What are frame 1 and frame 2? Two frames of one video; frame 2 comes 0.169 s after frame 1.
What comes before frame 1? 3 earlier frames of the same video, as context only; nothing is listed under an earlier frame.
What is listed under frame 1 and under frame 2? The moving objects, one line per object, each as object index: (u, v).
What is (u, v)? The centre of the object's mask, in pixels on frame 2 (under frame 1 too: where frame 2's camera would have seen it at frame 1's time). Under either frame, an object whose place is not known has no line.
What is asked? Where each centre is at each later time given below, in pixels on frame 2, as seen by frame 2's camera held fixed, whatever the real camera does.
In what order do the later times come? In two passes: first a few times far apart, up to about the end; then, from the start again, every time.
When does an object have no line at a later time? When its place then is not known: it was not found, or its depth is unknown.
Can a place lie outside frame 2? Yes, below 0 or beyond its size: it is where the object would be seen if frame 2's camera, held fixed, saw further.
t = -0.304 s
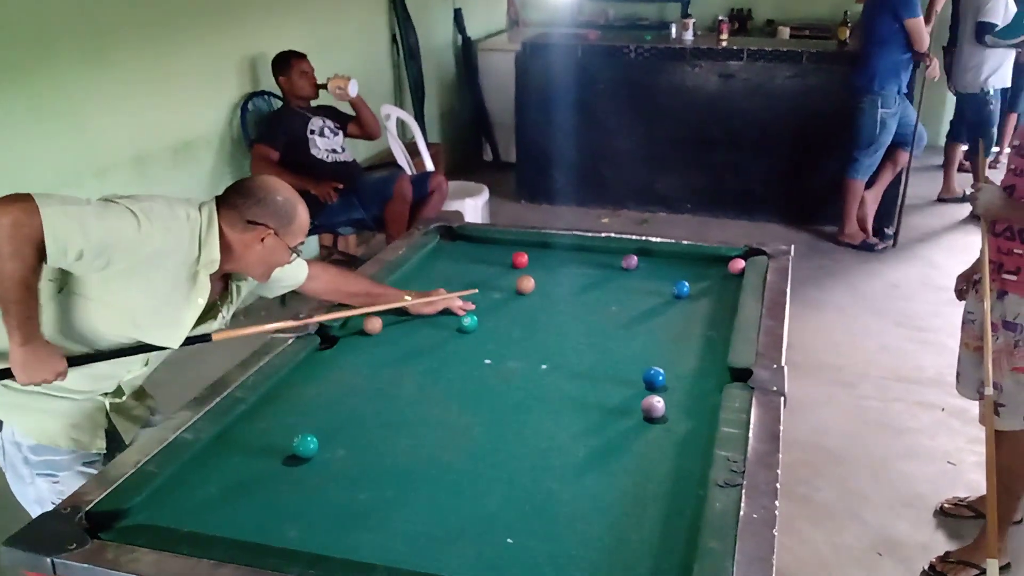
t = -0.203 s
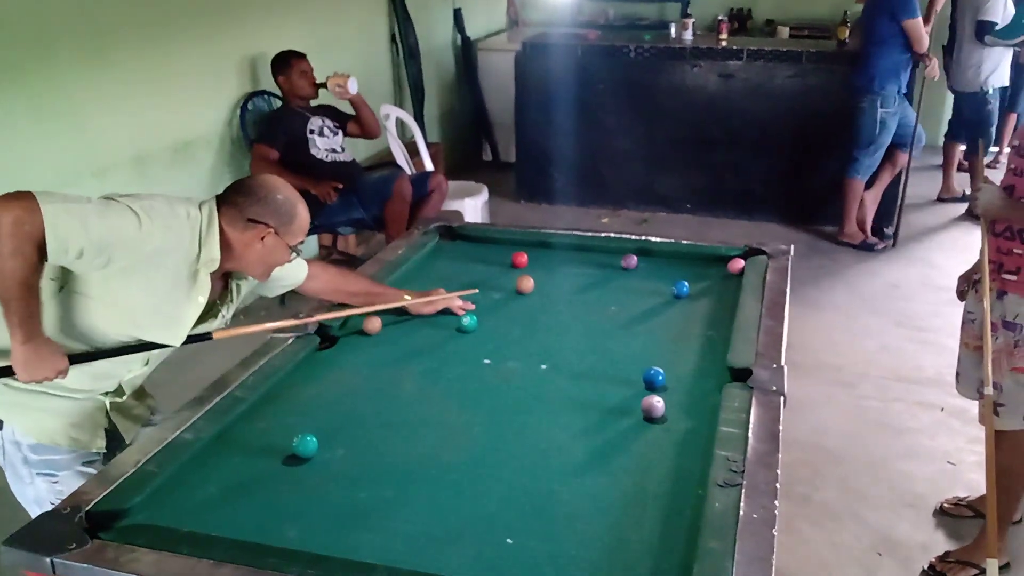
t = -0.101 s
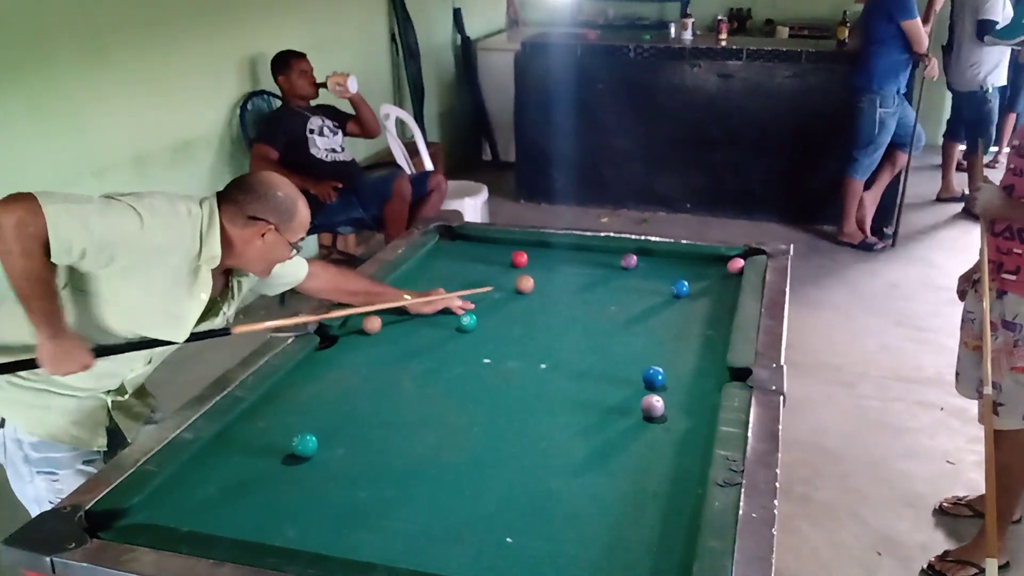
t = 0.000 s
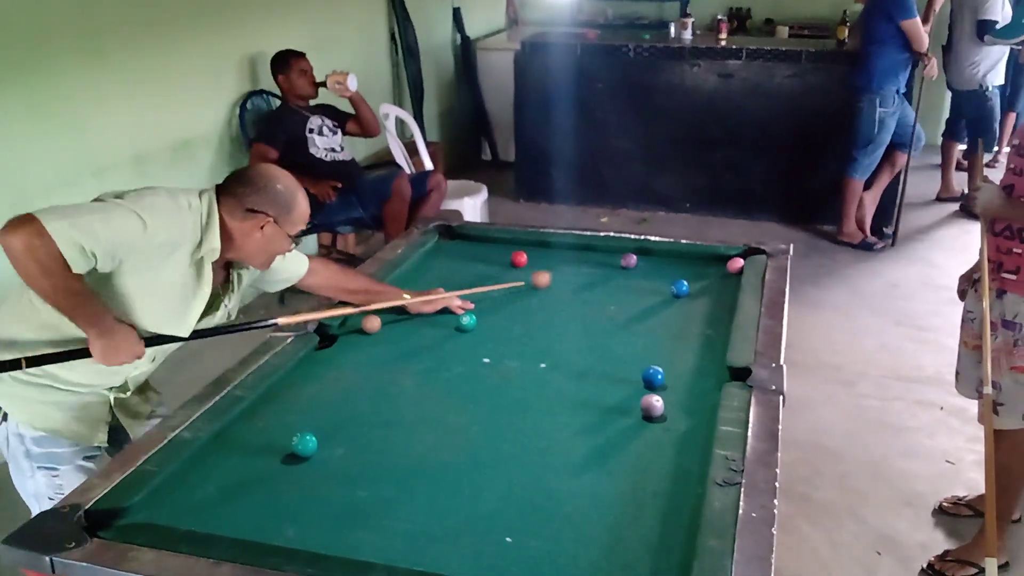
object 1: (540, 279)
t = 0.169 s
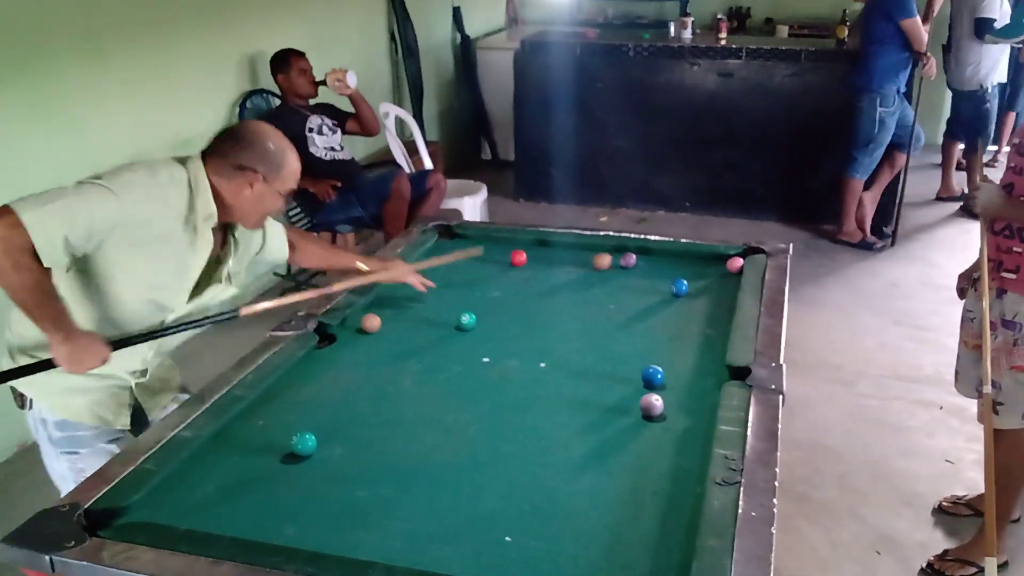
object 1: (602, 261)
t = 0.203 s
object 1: (610, 258)
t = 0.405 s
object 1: (616, 255)
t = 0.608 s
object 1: (608, 267)
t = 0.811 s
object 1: (600, 281)
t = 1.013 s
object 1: (591, 295)
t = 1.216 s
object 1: (581, 309)
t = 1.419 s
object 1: (572, 323)
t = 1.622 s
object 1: (562, 338)
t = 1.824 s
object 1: (551, 353)
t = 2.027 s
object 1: (540, 368)
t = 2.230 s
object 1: (528, 383)
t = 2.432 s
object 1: (516, 397)
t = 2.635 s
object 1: (503, 412)
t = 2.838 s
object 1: (489, 426)
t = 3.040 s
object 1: (477, 435)
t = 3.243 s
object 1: (464, 447)
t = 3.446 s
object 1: (452, 457)
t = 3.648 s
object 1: (439, 467)
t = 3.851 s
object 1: (428, 475)
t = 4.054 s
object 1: (418, 482)
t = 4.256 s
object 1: (408, 488)
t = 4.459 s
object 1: (401, 492)
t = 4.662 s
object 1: (395, 495)
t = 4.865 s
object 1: (391, 496)
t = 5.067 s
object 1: (389, 496)
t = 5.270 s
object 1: (389, 497)
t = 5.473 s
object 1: (389, 497)
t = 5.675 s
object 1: (389, 498)
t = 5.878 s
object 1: (388, 497)
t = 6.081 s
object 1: (387, 497)
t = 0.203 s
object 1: (610, 258)
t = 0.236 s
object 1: (612, 255)
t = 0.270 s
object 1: (615, 253)
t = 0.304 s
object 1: (619, 250)
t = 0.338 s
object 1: (618, 250)
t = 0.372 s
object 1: (617, 252)
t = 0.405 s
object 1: (616, 255)
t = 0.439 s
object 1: (615, 256)
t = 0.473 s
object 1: (613, 259)
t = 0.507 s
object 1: (612, 261)
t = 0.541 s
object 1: (611, 263)
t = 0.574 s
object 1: (609, 265)
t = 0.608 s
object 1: (608, 267)
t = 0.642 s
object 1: (607, 270)
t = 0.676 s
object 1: (605, 272)
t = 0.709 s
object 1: (604, 274)
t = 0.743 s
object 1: (602, 276)
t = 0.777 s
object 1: (602, 278)
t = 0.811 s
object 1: (600, 281)
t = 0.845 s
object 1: (598, 283)
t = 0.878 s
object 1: (597, 285)
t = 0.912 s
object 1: (596, 287)
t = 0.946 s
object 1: (594, 290)
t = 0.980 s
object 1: (592, 293)
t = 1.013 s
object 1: (591, 295)
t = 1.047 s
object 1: (589, 297)
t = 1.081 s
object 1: (588, 299)
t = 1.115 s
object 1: (586, 302)
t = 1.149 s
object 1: (584, 304)
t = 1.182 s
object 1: (583, 306)
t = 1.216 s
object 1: (581, 309)
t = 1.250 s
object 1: (580, 311)
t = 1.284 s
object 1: (579, 314)
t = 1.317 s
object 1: (577, 316)
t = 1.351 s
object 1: (575, 318)
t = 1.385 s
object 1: (573, 321)
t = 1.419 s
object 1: (572, 323)
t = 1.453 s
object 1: (570, 326)
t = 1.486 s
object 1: (568, 328)
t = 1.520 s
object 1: (567, 330)
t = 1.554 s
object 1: (565, 333)
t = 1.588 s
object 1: (564, 336)
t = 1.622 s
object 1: (562, 338)
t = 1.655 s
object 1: (560, 341)
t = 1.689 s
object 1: (558, 343)
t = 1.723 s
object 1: (556, 346)
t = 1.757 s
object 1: (555, 348)
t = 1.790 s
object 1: (553, 350)
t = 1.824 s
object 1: (551, 353)
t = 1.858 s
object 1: (549, 356)
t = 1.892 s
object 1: (547, 358)
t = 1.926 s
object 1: (546, 361)
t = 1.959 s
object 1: (544, 363)
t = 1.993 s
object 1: (542, 366)
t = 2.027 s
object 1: (540, 368)
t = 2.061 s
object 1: (538, 370)
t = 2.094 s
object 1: (536, 373)
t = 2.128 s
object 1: (534, 375)
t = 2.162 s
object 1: (532, 378)
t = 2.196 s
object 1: (530, 380)
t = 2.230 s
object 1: (528, 383)
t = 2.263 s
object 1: (526, 385)
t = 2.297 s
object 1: (524, 388)
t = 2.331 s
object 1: (522, 390)
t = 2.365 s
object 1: (520, 393)
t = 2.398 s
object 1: (518, 395)
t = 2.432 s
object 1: (516, 397)
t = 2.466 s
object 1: (514, 400)
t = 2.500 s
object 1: (511, 402)
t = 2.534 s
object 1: (509, 405)
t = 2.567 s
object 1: (507, 407)
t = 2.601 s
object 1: (505, 409)
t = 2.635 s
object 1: (503, 412)
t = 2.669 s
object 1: (500, 414)
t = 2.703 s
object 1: (498, 416)
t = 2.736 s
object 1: (496, 419)
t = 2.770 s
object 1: (494, 420)
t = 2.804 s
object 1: (492, 423)
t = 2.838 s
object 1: (489, 426)
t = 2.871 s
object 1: (487, 428)
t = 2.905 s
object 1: (485, 430)
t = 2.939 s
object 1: (483, 433)
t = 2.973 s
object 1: (482, 431)
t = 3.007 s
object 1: (479, 433)
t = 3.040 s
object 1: (477, 435)
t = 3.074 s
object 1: (475, 437)
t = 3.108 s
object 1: (473, 439)
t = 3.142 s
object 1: (471, 441)
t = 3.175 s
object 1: (469, 443)
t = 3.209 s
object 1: (466, 445)
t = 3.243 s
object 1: (464, 447)
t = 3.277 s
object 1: (462, 449)
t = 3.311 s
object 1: (460, 450)
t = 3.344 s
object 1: (458, 452)
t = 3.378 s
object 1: (456, 454)
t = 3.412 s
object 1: (454, 456)
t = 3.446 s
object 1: (452, 457)
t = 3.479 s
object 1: (449, 459)
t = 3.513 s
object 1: (447, 460)
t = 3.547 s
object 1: (445, 462)
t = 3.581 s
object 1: (443, 464)
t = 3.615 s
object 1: (441, 465)
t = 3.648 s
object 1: (439, 467)
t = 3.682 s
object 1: (438, 468)
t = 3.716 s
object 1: (435, 470)
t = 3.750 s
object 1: (433, 471)
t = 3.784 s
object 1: (432, 472)
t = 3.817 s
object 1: (430, 474)
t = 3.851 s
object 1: (428, 475)
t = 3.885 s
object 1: (426, 476)
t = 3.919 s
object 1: (424, 477)
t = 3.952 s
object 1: (422, 479)
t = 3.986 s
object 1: (421, 480)
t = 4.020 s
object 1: (419, 481)
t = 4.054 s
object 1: (418, 482)
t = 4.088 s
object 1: (416, 483)
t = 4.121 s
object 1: (414, 484)
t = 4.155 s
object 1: (413, 485)
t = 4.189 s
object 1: (411, 486)
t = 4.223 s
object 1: (410, 487)
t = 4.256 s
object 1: (408, 488)
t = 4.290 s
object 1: (407, 489)
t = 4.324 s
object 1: (406, 489)
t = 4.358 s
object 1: (405, 489)
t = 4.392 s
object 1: (403, 491)
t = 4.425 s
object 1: (402, 491)
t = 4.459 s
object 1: (401, 492)
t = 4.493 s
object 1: (400, 492)
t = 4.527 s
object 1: (399, 493)
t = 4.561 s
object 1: (398, 493)
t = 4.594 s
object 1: (397, 494)
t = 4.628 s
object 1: (396, 494)
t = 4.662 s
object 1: (395, 495)
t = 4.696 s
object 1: (394, 495)
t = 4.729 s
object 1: (394, 495)
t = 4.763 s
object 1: (393, 496)
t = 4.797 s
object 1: (392, 496)
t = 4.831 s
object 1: (391, 496)
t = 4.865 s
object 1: (391, 496)
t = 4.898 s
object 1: (391, 496)
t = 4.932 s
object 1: (390, 496)
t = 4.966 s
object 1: (390, 496)
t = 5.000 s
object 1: (389, 496)
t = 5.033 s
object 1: (389, 496)
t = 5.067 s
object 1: (389, 496)
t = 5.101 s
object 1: (388, 496)
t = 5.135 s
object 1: (388, 496)
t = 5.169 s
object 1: (388, 496)
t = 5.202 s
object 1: (389, 497)
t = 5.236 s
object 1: (388, 497)
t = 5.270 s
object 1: (389, 497)
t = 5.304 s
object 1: (389, 497)
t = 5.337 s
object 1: (389, 497)
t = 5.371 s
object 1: (389, 497)
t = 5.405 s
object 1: (389, 497)
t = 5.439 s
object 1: (389, 497)
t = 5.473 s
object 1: (389, 497)
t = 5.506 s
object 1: (389, 497)
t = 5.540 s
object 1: (389, 497)
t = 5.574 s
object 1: (389, 498)
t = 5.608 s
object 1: (389, 498)
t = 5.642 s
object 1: (389, 498)
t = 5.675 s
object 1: (389, 498)
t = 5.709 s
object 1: (389, 498)
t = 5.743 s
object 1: (389, 498)
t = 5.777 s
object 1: (388, 498)
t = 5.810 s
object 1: (389, 498)
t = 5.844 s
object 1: (388, 497)
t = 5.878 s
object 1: (388, 497)
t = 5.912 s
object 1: (388, 497)
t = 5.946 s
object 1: (388, 497)
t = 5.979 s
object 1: (388, 497)
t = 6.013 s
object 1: (388, 497)
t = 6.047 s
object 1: (387, 497)
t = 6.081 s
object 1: (387, 497)
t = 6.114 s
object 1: (388, 496)
